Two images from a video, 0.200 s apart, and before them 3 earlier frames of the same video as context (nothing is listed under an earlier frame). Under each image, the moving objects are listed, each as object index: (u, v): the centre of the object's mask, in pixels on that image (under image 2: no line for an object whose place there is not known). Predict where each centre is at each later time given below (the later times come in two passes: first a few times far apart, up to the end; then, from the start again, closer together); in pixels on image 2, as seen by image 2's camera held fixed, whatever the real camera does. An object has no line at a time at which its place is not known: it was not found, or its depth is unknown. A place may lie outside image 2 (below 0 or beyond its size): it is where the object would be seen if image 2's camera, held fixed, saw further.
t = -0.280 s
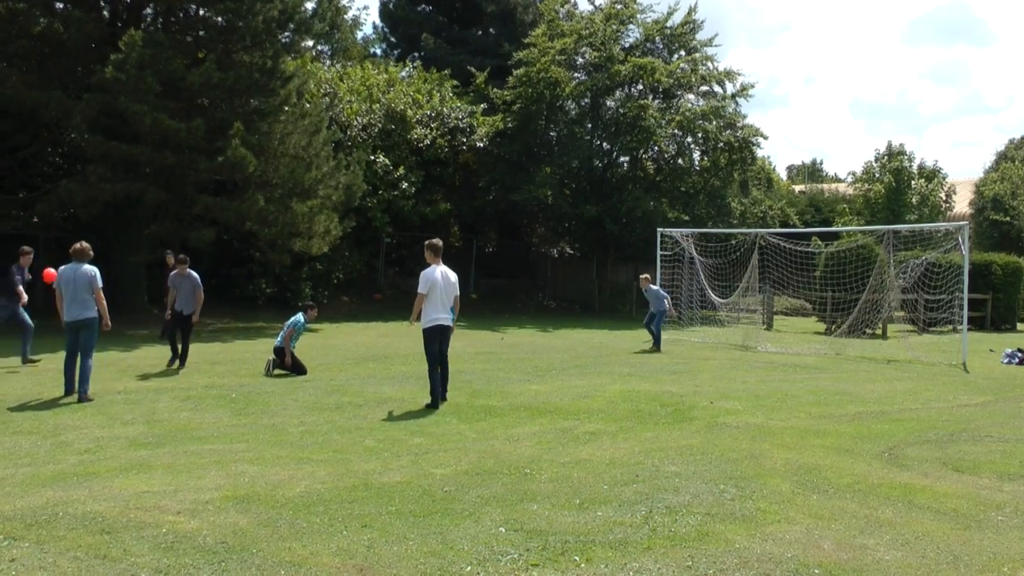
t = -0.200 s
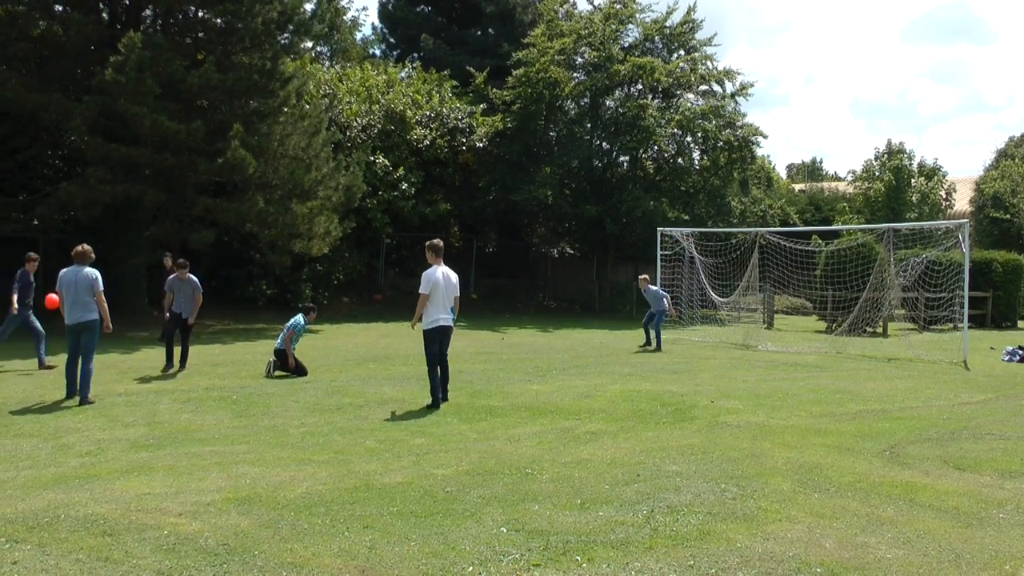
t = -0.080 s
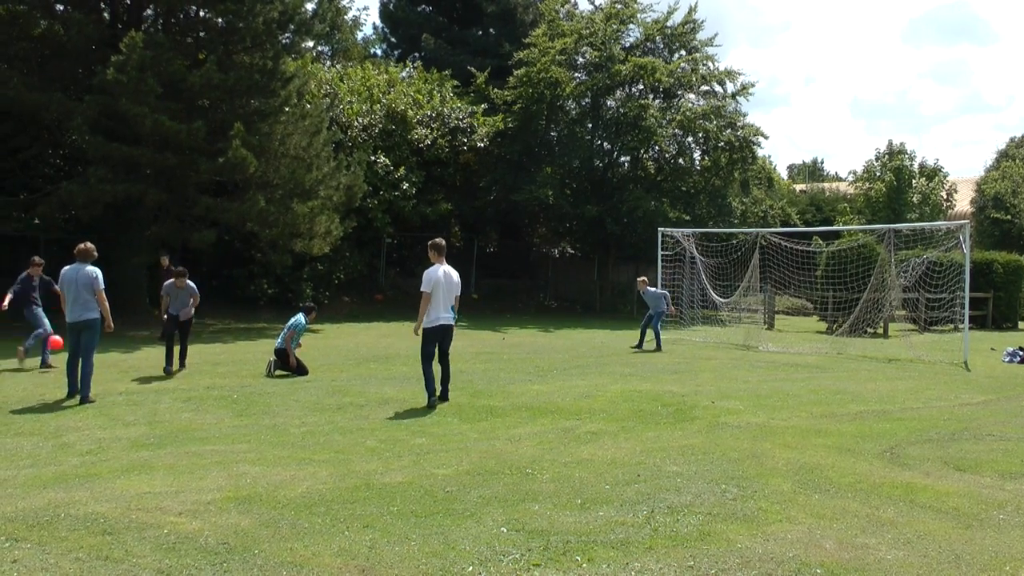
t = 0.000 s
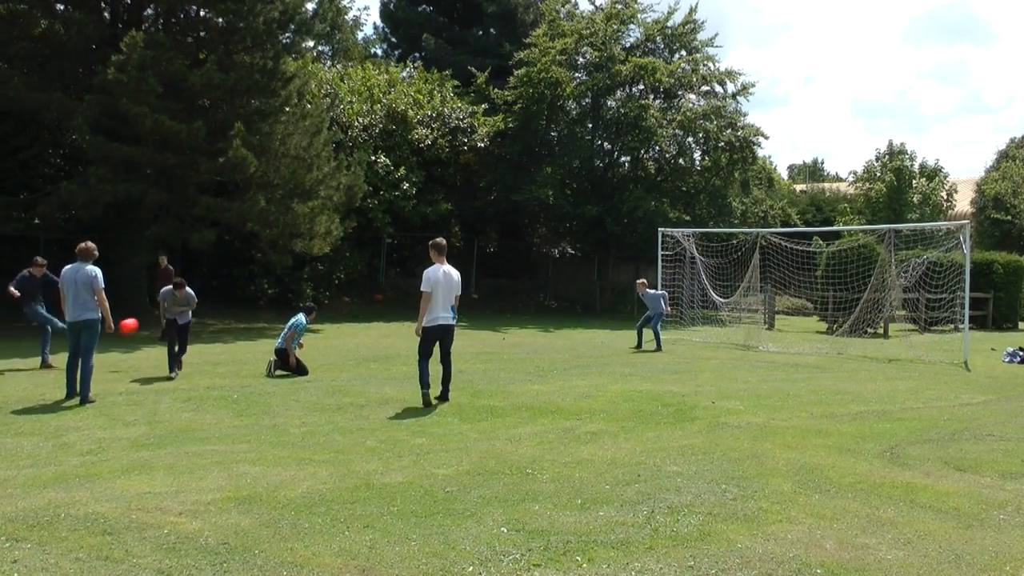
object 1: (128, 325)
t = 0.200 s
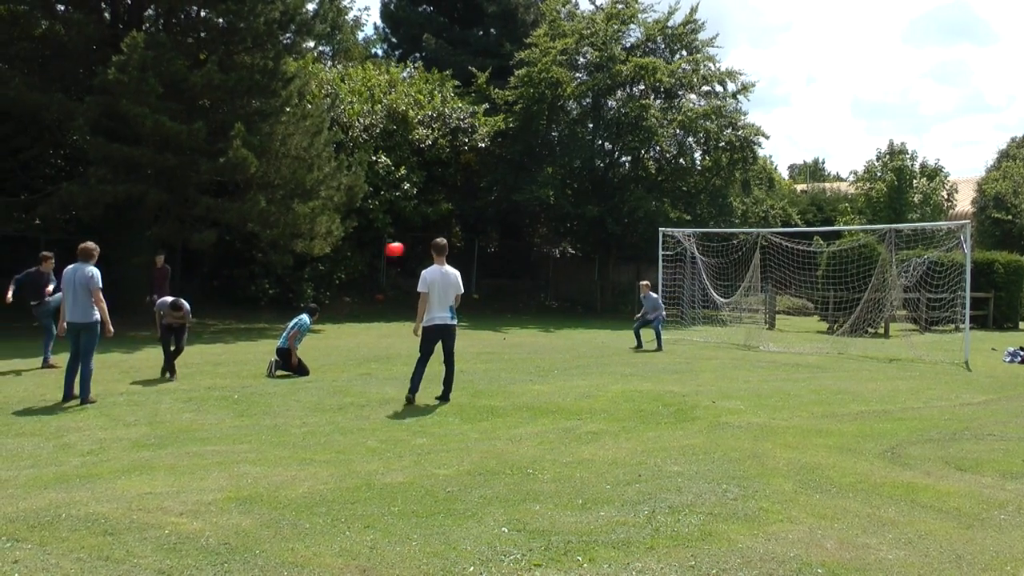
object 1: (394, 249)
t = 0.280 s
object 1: (496, 229)
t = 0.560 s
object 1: (817, 201)
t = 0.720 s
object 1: (977, 212)
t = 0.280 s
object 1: (496, 229)
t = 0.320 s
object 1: (545, 221)
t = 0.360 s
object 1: (593, 214)
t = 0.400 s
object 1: (640, 210)
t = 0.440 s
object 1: (687, 206)
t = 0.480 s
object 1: (732, 203)
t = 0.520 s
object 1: (775, 202)
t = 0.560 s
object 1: (817, 201)
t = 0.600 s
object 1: (859, 203)
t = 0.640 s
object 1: (899, 205)
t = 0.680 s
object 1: (938, 208)
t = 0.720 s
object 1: (977, 212)
